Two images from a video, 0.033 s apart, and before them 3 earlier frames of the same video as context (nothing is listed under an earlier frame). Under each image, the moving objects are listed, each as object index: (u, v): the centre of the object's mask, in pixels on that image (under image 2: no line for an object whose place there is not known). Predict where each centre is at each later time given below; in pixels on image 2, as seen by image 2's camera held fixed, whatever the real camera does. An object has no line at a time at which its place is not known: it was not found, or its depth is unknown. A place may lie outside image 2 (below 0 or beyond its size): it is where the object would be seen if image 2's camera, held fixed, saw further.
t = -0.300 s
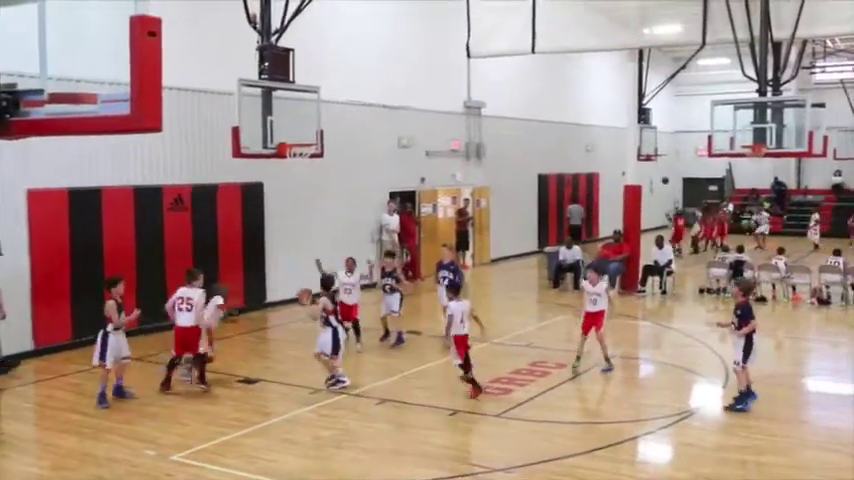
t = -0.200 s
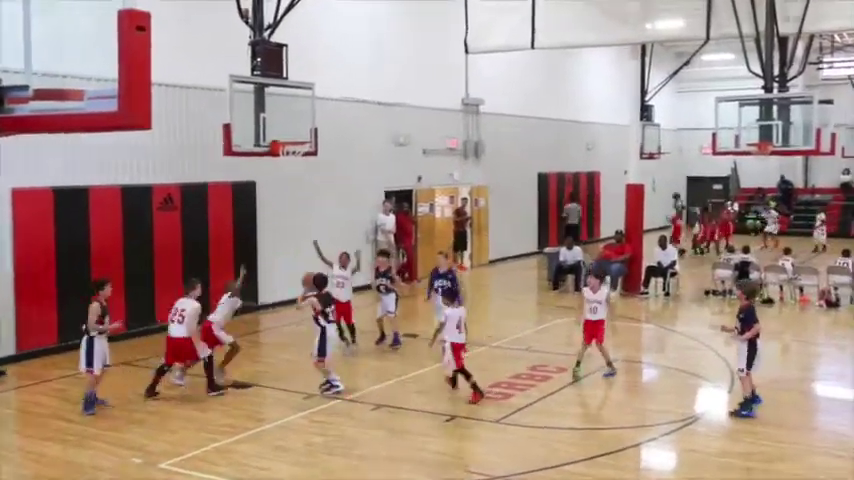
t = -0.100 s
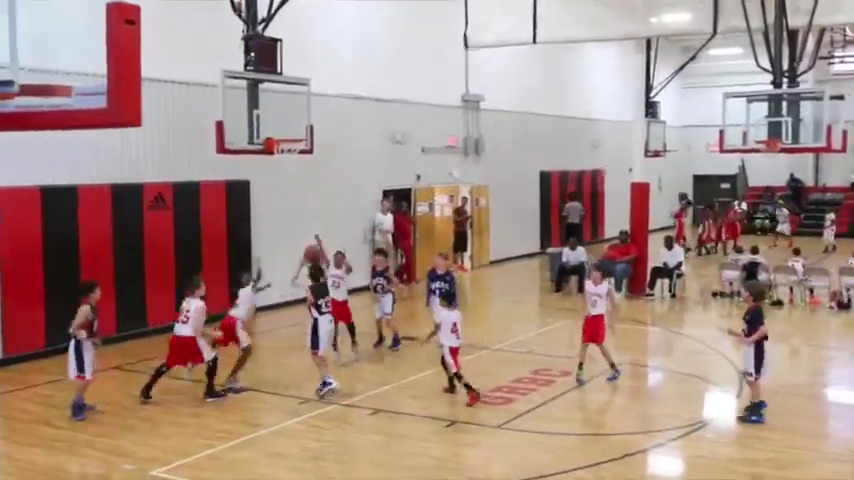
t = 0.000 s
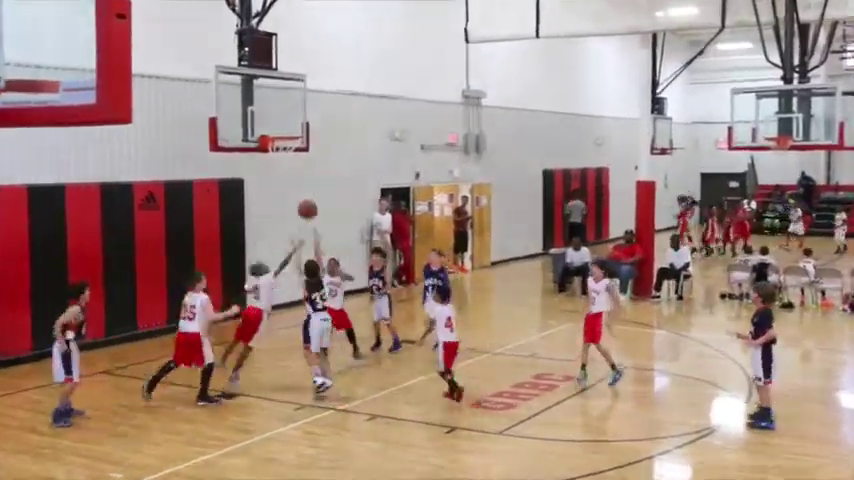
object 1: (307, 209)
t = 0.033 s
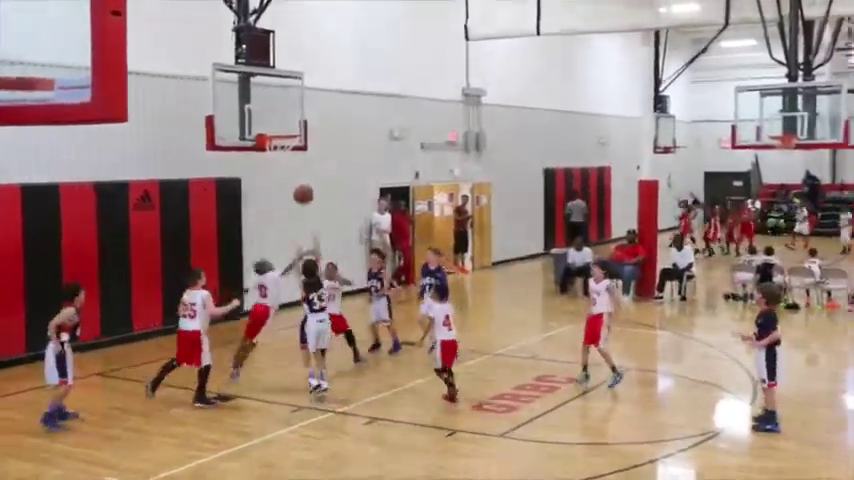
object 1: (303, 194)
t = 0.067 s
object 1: (301, 180)
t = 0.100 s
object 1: (299, 167)
